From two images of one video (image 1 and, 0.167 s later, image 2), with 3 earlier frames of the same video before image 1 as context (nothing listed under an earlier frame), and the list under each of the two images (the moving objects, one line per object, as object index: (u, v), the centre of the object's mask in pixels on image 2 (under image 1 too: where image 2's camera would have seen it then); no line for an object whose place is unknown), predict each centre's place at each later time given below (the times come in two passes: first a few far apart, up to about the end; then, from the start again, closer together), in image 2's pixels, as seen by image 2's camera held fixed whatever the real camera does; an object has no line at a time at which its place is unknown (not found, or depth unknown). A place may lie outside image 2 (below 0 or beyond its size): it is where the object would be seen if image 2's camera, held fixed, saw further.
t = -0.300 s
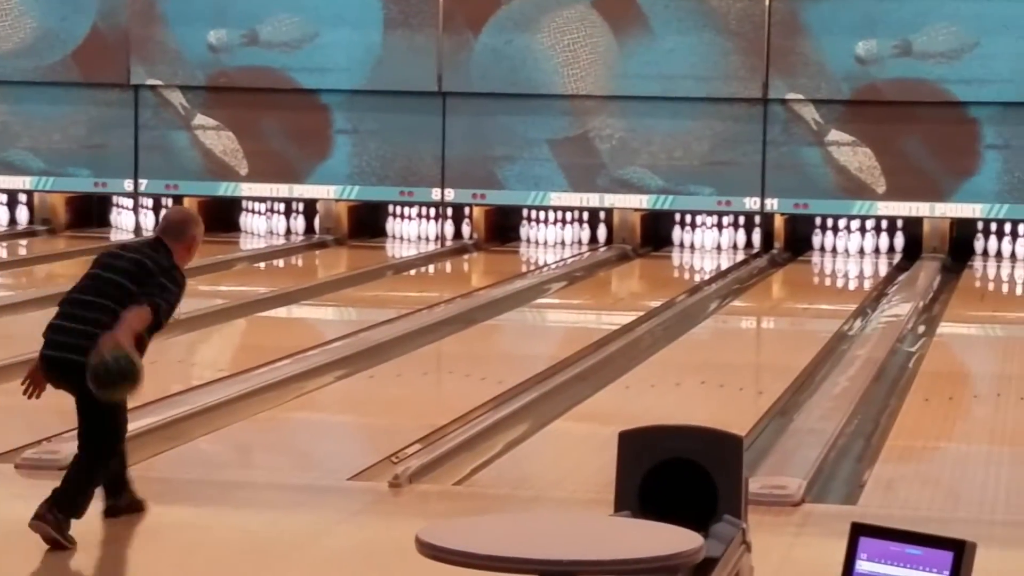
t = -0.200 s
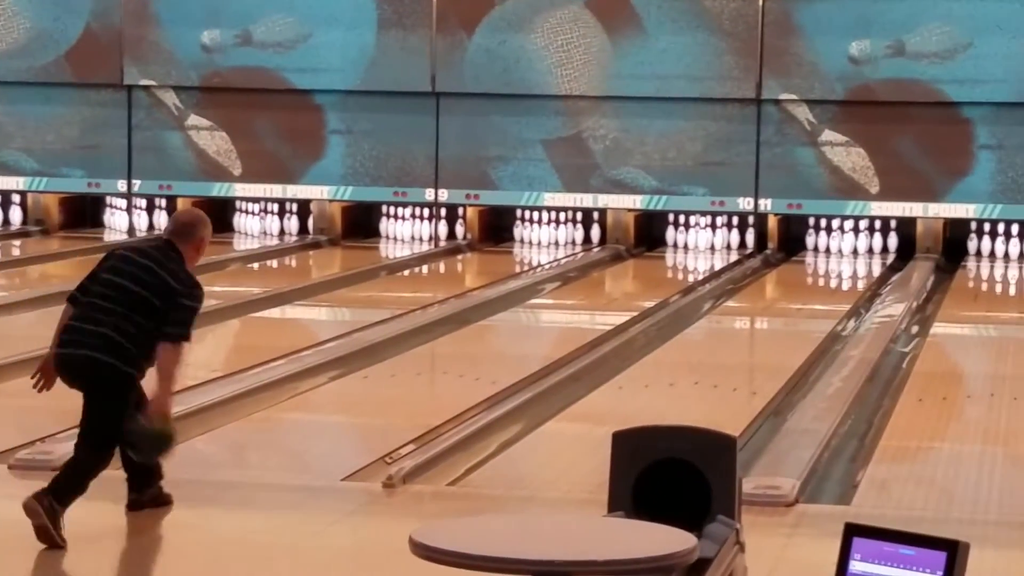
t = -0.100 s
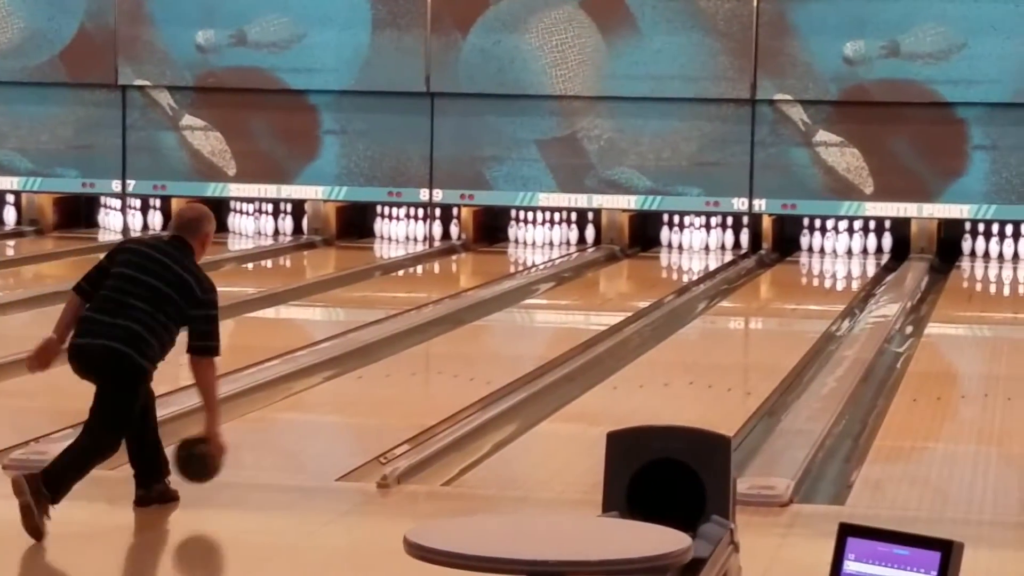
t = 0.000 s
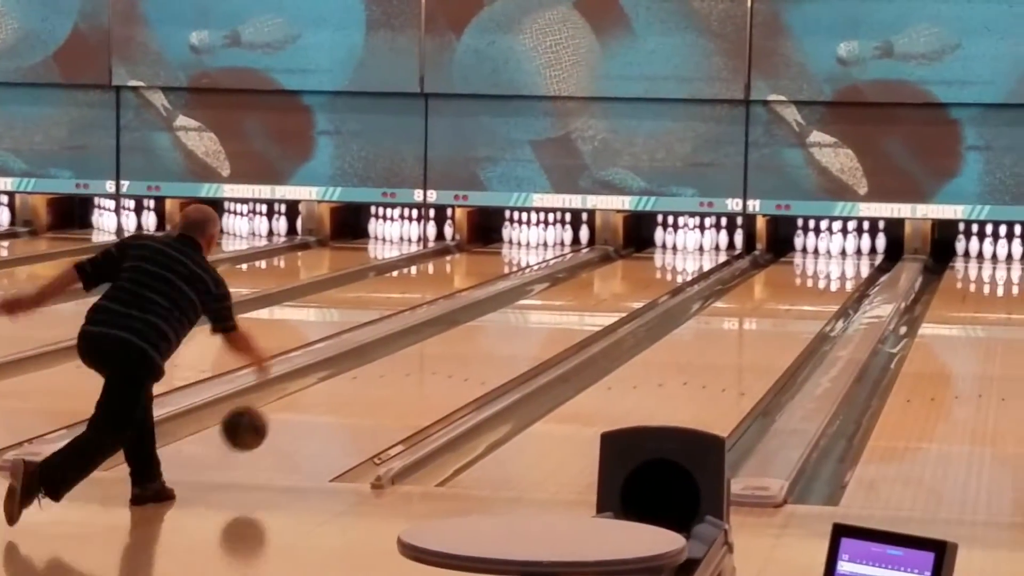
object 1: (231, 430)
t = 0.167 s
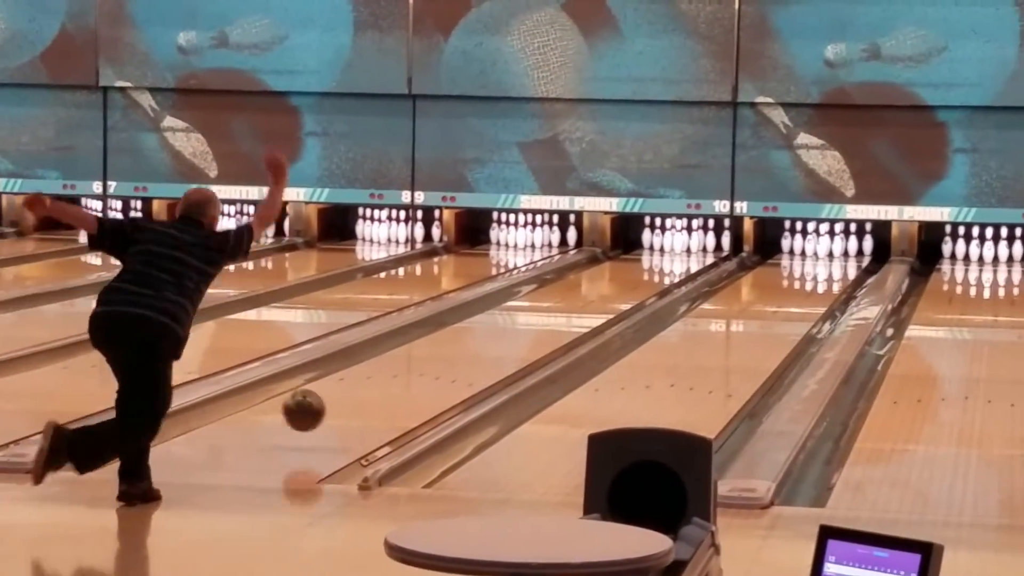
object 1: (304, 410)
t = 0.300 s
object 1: (353, 403)
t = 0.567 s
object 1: (434, 370)
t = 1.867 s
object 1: (637, 271)
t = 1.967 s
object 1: (645, 267)
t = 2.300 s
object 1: (666, 254)
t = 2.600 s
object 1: (679, 247)
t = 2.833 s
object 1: (686, 241)
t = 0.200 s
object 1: (317, 413)
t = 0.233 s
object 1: (329, 417)
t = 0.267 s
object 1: (342, 409)
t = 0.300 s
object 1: (353, 403)
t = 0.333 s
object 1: (365, 399)
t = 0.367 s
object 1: (376, 396)
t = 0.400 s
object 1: (386, 391)
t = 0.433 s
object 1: (396, 387)
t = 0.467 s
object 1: (406, 382)
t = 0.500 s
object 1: (416, 378)
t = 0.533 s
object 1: (425, 373)
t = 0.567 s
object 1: (434, 370)
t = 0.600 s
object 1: (442, 366)
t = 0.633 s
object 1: (451, 362)
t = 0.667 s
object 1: (459, 358)
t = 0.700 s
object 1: (466, 355)
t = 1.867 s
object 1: (637, 271)
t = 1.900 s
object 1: (640, 270)
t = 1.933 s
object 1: (642, 269)
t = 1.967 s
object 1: (645, 267)
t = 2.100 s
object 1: (654, 262)
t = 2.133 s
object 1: (656, 261)
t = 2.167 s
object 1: (658, 259)
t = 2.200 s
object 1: (660, 258)
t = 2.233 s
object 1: (663, 257)
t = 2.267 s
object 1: (665, 256)
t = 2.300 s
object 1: (666, 254)
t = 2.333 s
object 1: (668, 253)
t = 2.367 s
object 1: (670, 252)
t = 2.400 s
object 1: (671, 251)
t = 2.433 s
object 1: (673, 250)
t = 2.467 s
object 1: (674, 249)
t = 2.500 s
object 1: (676, 248)
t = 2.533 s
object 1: (677, 247)
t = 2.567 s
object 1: (678, 246)
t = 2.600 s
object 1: (679, 247)
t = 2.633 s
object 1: (683, 245)
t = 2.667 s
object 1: (684, 245)
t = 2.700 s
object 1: (685, 244)
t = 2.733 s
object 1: (686, 243)
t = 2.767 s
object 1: (686, 243)
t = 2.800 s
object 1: (686, 242)
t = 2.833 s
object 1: (686, 241)
